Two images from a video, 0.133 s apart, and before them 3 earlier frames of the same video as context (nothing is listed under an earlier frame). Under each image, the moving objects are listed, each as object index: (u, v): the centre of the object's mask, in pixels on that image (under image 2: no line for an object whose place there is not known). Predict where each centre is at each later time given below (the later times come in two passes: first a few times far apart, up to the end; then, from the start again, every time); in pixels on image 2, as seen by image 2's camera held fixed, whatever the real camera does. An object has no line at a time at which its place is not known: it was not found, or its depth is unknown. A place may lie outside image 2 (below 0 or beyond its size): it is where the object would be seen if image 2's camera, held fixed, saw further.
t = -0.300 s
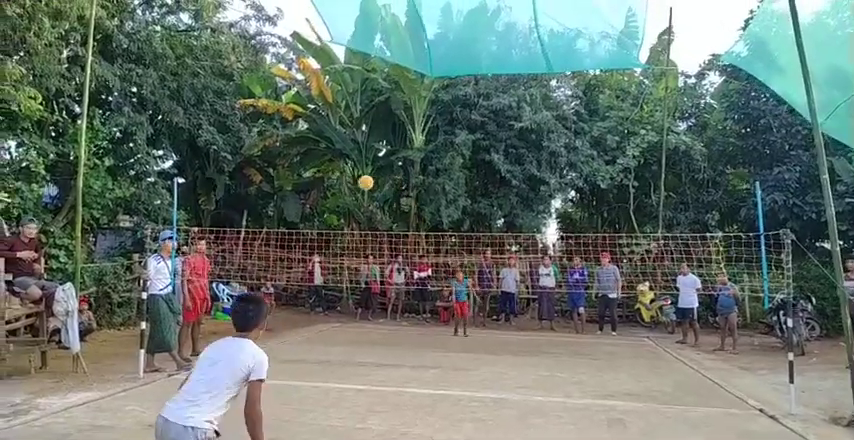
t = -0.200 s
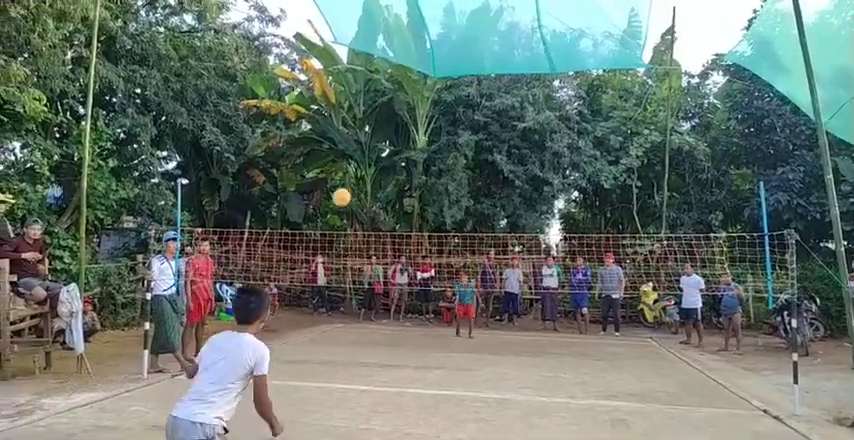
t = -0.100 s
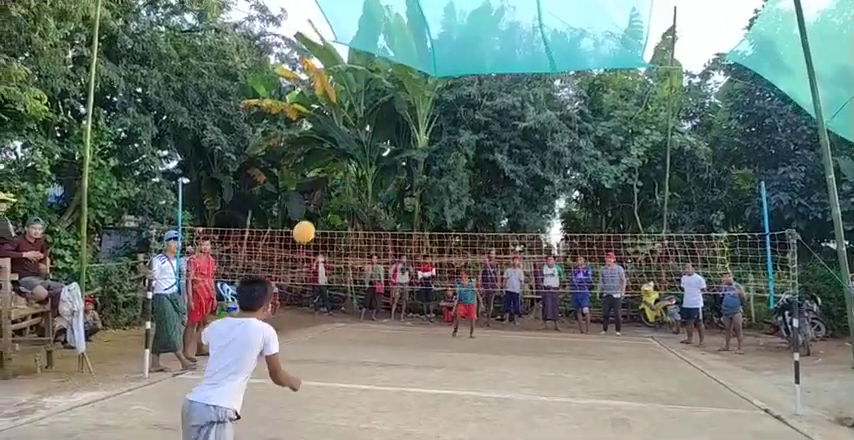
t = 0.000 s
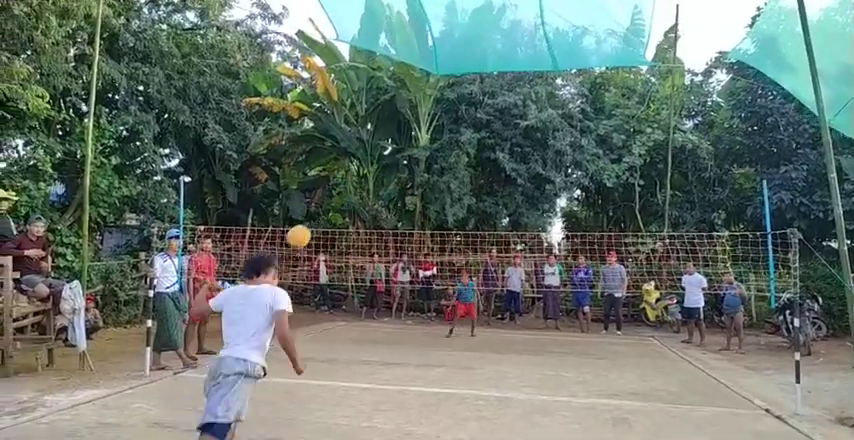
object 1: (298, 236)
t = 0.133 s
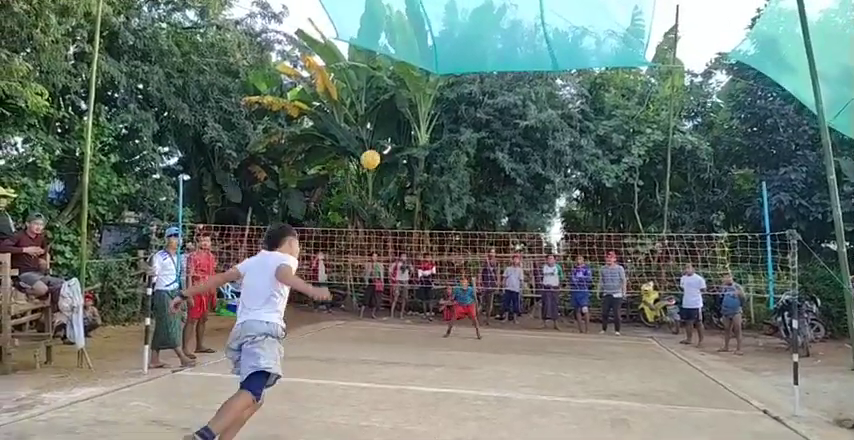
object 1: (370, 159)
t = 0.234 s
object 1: (410, 130)
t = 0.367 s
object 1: (452, 115)
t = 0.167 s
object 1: (385, 147)
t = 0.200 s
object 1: (398, 138)
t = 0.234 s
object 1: (410, 130)
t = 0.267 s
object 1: (422, 125)
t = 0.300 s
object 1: (433, 120)
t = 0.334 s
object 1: (442, 117)
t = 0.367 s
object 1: (452, 115)
